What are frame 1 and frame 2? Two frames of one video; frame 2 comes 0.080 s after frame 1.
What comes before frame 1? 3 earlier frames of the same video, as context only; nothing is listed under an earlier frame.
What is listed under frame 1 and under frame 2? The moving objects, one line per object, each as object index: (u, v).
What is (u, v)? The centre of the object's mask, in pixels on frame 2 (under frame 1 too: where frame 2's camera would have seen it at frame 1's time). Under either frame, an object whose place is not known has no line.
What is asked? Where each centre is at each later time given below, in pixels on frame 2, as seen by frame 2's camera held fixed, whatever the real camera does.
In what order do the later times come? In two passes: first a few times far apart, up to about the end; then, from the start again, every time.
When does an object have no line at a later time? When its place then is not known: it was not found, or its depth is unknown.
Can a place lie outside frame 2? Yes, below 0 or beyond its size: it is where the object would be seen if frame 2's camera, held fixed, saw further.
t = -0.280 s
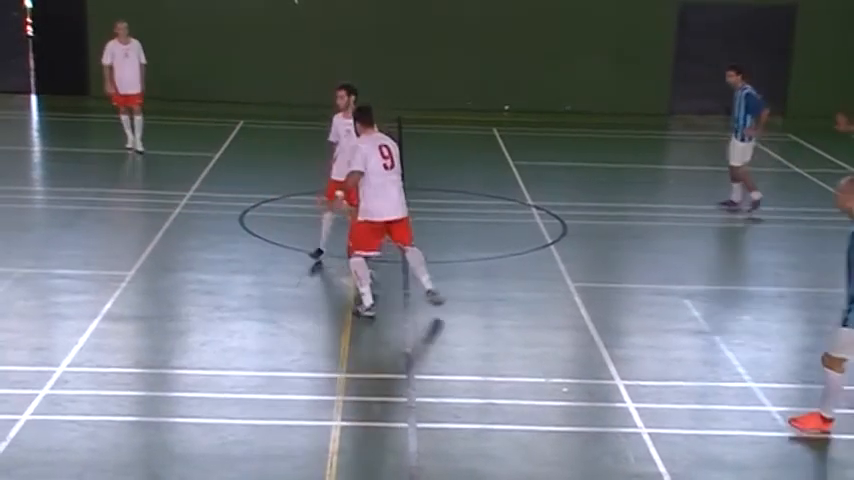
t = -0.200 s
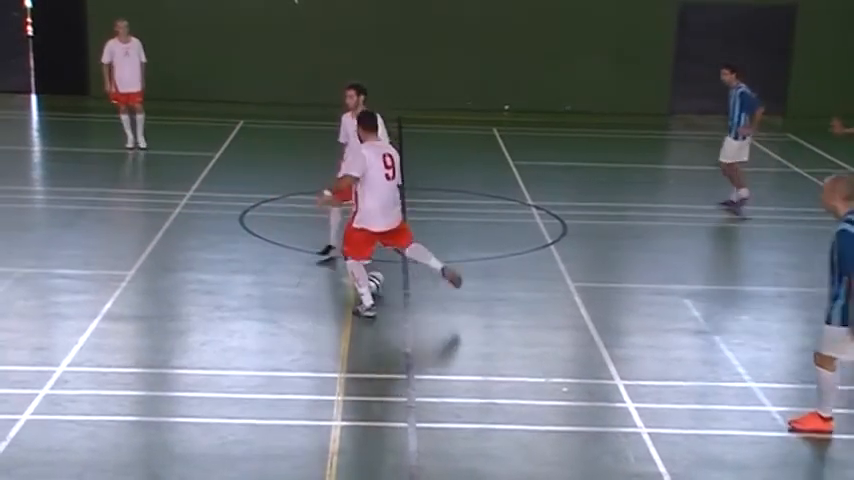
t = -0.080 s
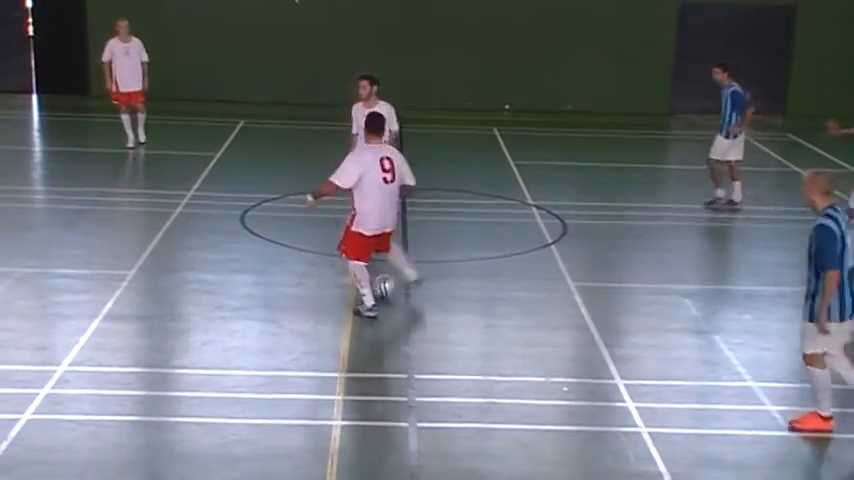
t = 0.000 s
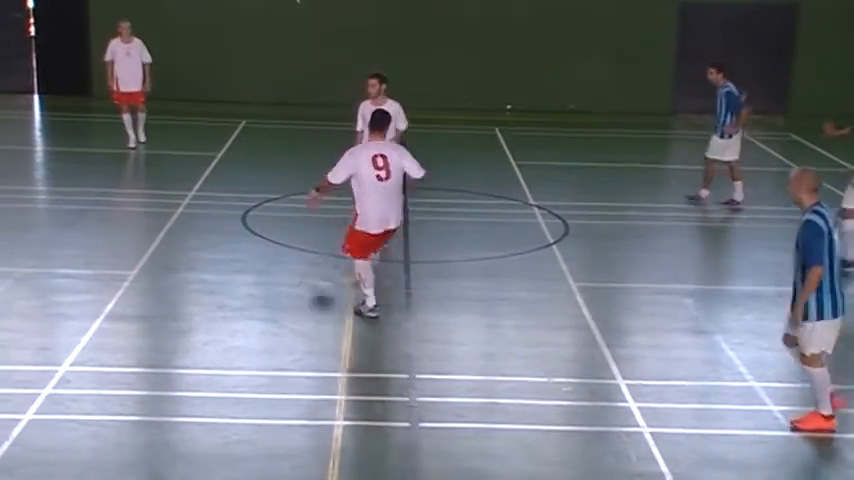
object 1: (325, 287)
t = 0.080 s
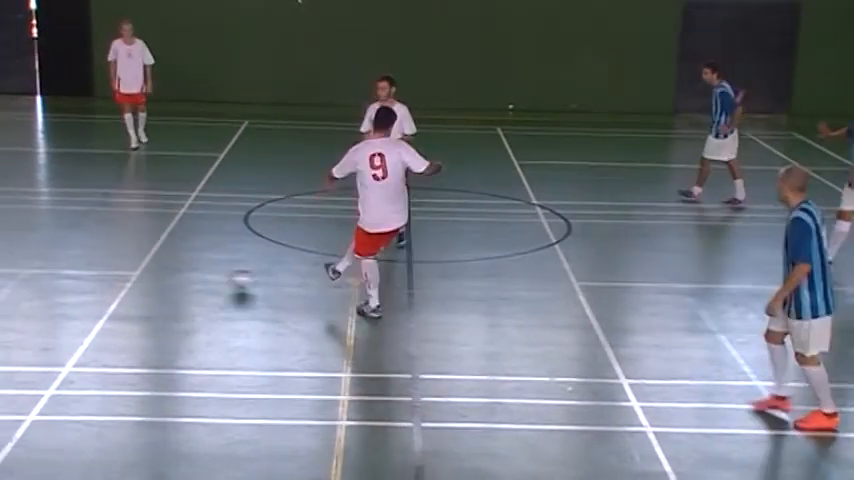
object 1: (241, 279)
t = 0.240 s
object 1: (90, 274)
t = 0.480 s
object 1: (-105, 265)
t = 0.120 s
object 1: (204, 282)
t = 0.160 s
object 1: (163, 274)
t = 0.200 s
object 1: (124, 274)
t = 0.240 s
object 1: (90, 274)
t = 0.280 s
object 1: (53, 273)
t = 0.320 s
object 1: (21, 271)
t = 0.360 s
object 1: (-13, 269)
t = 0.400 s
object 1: (-45, 267)
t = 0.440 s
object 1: (-77, 269)
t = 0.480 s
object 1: (-105, 265)
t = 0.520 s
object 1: (-134, 264)
